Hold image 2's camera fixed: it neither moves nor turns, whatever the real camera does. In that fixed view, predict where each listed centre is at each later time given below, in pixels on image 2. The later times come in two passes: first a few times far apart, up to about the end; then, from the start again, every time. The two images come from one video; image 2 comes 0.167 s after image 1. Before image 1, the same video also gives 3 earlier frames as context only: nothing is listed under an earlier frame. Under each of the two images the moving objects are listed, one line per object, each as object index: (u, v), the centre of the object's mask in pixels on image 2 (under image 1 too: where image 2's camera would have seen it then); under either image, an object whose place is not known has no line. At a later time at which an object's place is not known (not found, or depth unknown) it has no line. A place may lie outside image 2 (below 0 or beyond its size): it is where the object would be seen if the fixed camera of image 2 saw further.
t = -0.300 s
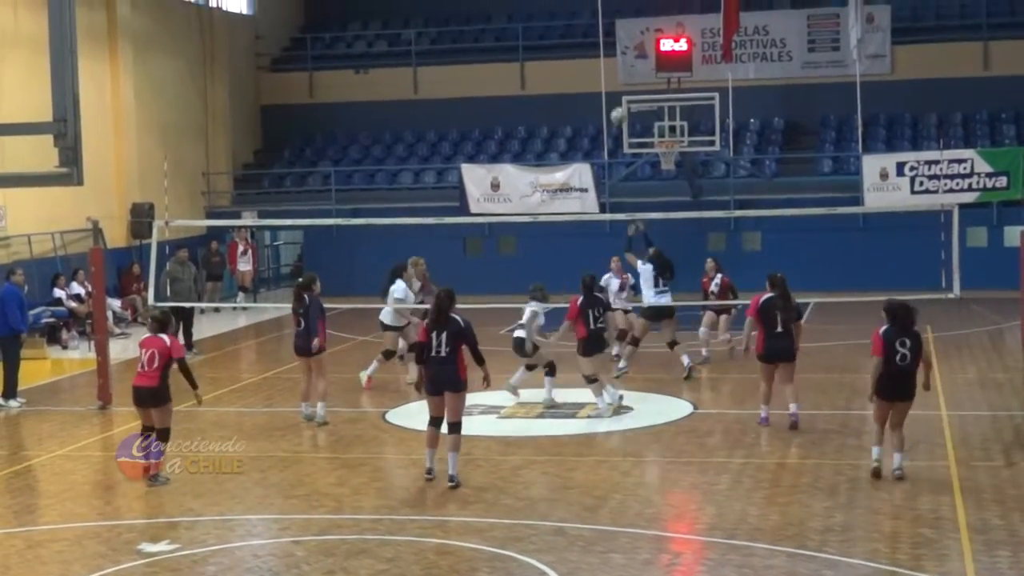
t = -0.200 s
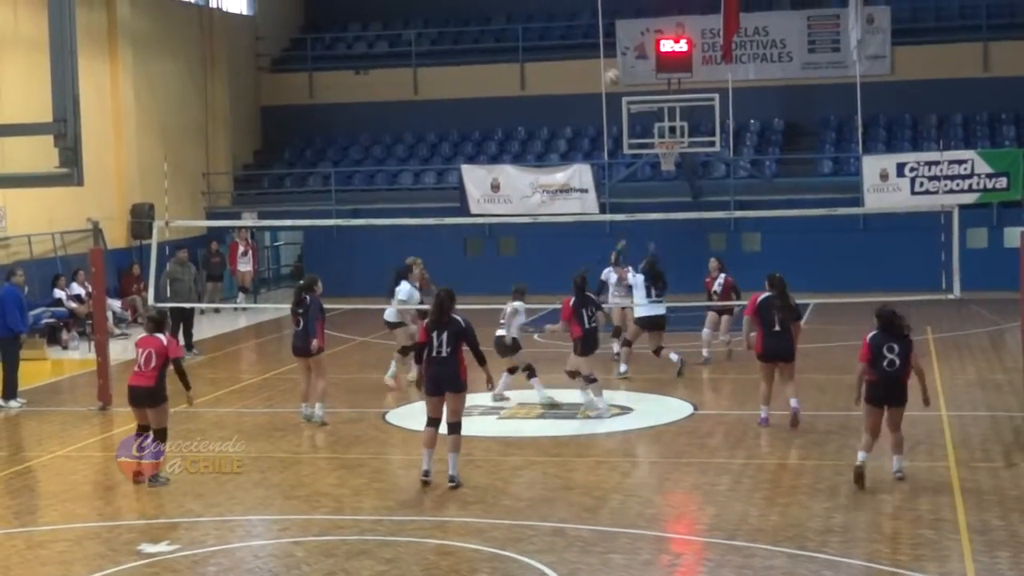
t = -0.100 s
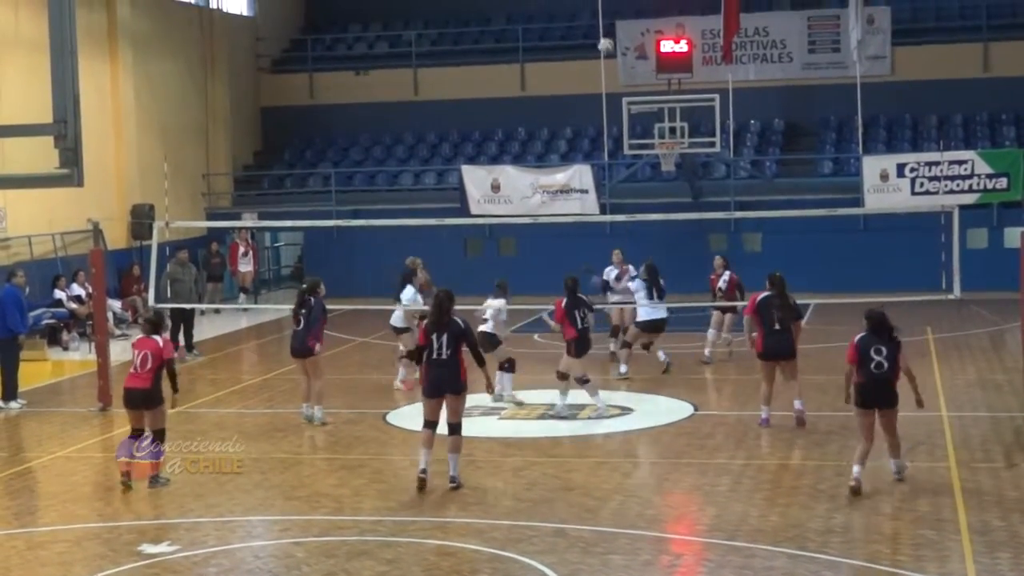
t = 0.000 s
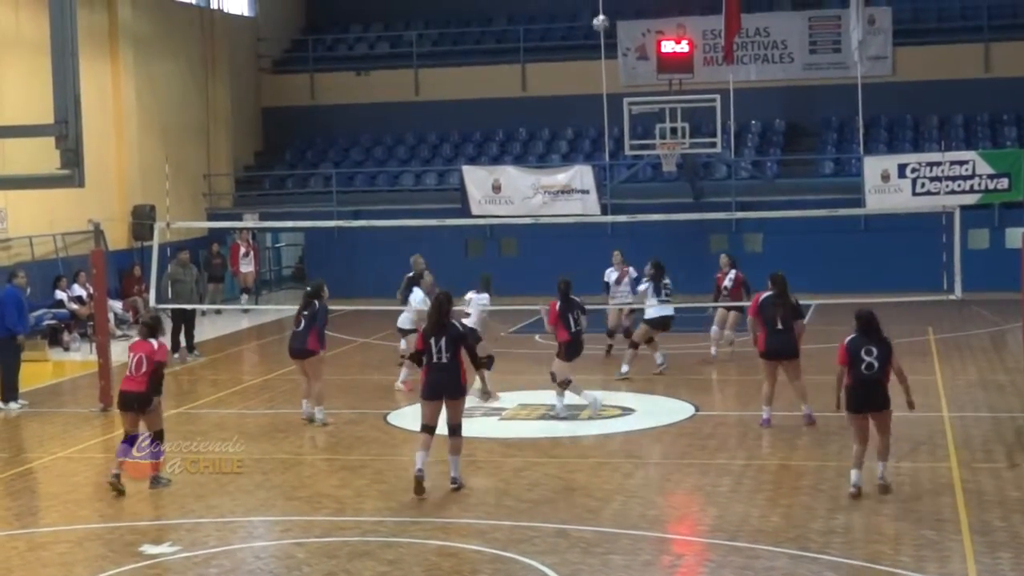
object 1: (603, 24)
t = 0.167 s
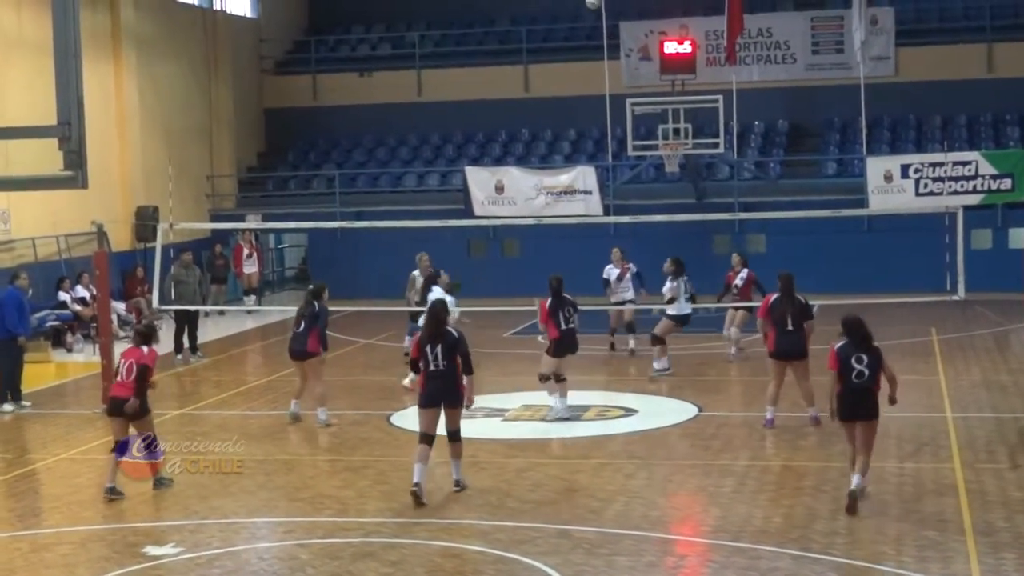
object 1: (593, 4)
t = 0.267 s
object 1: (587, 2)
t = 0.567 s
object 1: (573, 31)
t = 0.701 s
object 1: (568, 67)
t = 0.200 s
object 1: (592, 3)
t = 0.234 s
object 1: (589, 2)
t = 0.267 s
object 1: (587, 2)
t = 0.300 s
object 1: (586, 2)
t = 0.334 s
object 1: (584, 2)
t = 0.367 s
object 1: (583, 3)
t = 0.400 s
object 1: (581, 5)
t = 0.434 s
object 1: (579, 8)
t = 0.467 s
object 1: (577, 12)
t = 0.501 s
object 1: (576, 18)
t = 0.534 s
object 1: (574, 24)
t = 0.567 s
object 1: (573, 31)
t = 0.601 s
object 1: (571, 40)
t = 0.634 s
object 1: (570, 48)
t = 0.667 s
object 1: (568, 57)
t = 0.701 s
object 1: (568, 67)
